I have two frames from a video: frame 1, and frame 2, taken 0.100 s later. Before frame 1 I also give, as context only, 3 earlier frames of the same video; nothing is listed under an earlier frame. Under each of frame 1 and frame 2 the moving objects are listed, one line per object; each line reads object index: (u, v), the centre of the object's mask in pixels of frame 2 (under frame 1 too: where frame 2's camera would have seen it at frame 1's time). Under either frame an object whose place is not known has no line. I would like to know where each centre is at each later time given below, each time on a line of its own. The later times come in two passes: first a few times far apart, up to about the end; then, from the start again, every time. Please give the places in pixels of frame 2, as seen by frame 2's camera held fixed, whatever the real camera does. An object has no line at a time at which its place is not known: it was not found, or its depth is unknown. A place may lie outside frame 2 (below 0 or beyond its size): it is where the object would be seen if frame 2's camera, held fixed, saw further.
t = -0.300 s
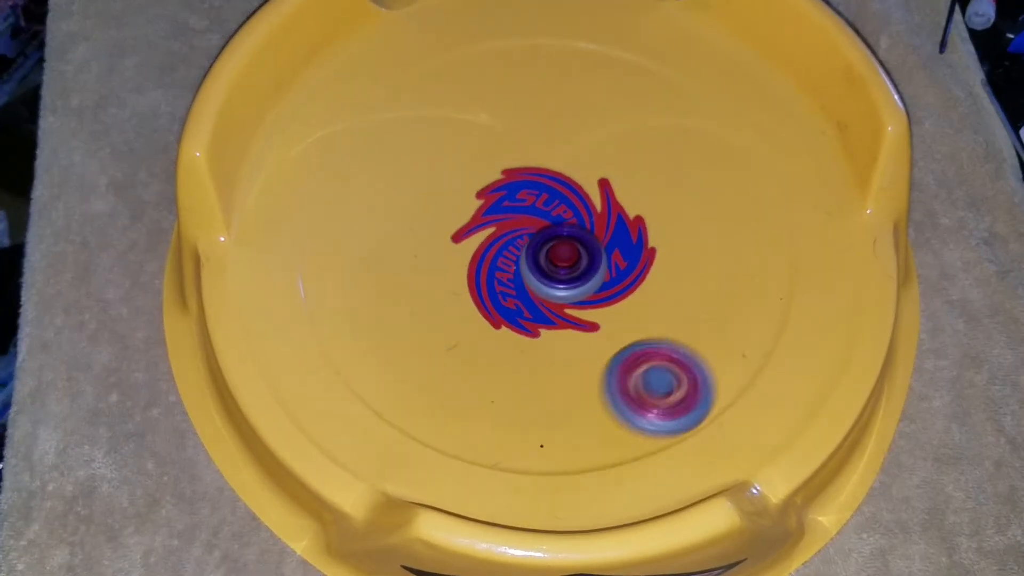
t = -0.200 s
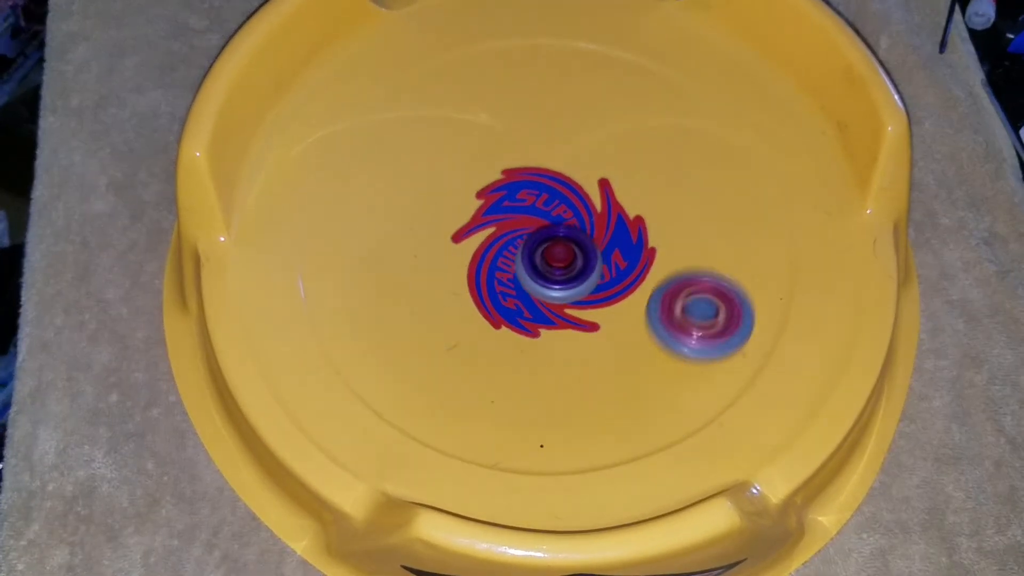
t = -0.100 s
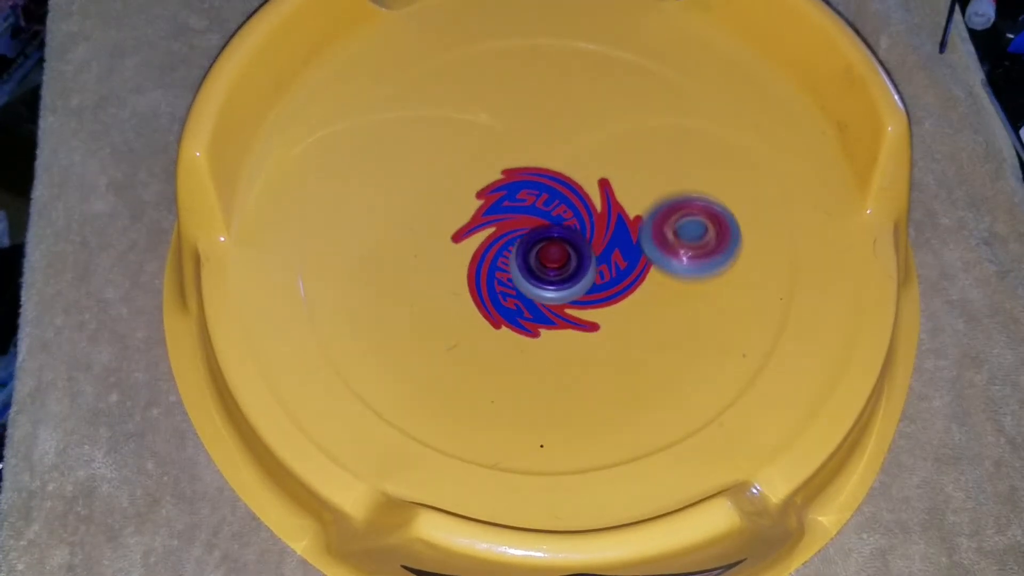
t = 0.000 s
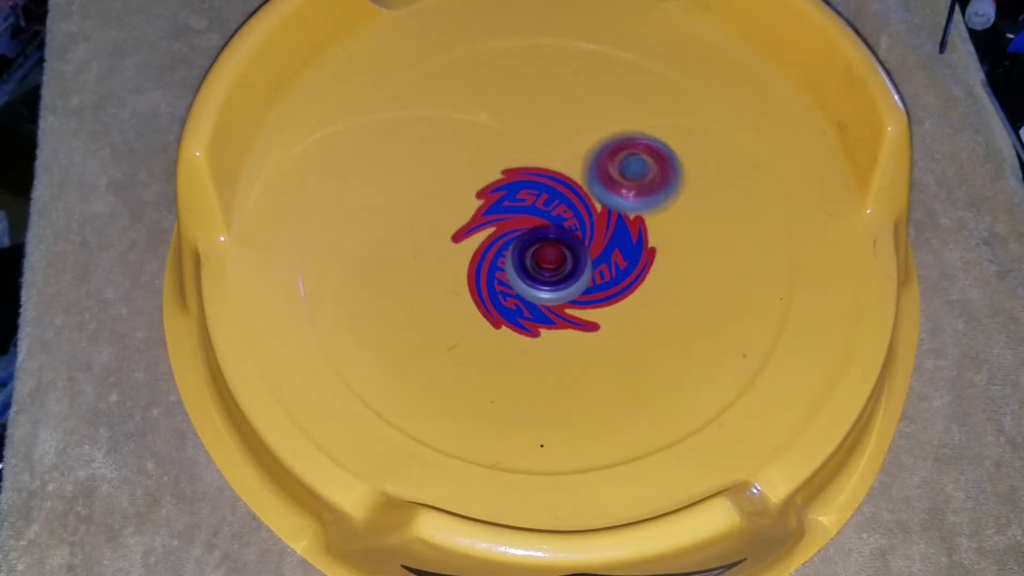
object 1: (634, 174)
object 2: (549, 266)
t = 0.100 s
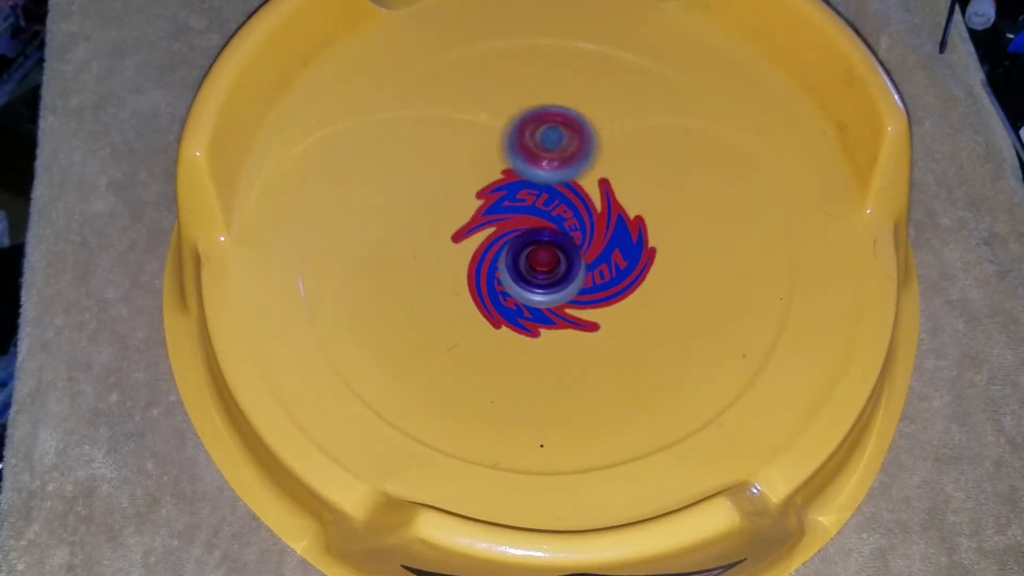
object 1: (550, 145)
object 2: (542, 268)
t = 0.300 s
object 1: (391, 194)
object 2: (537, 264)
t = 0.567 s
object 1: (427, 380)
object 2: (524, 259)
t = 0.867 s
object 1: (657, 284)
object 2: (525, 261)
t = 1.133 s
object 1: (562, 116)
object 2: (539, 256)
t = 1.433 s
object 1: (380, 215)
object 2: (554, 260)
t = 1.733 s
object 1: (583, 351)
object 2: (564, 258)
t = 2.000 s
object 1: (698, 190)
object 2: (558, 257)
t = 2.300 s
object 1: (501, 123)
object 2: (546, 263)
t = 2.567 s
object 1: (442, 312)
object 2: (548, 263)
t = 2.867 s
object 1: (678, 347)
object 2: (549, 264)
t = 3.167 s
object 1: (628, 162)
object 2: (556, 259)
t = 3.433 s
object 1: (425, 208)
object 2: (559, 257)
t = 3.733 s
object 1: (487, 395)
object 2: (559, 257)
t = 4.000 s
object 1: (658, 291)
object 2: (558, 257)
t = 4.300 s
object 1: (514, 140)
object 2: (551, 256)
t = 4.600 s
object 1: (383, 273)
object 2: (542, 253)
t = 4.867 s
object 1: (582, 342)
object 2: (537, 252)
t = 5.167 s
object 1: (642, 158)
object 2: (538, 252)
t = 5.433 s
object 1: (468, 136)
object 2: (537, 252)
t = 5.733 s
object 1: (490, 334)
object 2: (537, 252)
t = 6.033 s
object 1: (698, 275)
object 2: (537, 252)
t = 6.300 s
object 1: (596, 146)
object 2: (538, 252)
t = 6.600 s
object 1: (427, 265)
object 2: (538, 252)
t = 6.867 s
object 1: (561, 387)
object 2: (537, 252)
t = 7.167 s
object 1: (648, 229)
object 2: (537, 252)
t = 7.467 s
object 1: (450, 176)
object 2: (537, 252)
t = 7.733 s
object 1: (421, 330)
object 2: (538, 252)
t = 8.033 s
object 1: (629, 293)
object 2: (538, 252)
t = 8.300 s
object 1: (580, 141)
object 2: (538, 252)
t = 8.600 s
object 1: (419, 213)
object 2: (537, 252)
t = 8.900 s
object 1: (579, 340)
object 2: (537, 252)
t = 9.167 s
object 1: (684, 210)
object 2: (537, 252)
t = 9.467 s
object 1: (507, 158)
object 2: (538, 253)
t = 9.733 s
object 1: (452, 314)
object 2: (538, 252)
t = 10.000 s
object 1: (629, 357)
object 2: (537, 252)
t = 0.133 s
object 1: (520, 142)
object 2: (541, 268)
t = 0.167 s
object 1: (491, 144)
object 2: (540, 268)
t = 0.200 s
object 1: (463, 151)
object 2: (539, 267)
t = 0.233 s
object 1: (436, 161)
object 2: (538, 266)
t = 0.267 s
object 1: (412, 176)
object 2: (538, 265)
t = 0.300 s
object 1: (391, 194)
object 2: (537, 264)
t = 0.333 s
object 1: (375, 215)
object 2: (535, 264)
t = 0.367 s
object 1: (364, 238)
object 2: (533, 263)
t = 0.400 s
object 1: (360, 264)
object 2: (531, 262)
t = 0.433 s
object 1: (360, 292)
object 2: (530, 261)
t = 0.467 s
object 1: (366, 319)
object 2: (529, 261)
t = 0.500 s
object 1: (380, 344)
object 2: (528, 260)
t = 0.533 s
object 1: (400, 365)
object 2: (527, 259)
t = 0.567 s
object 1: (427, 380)
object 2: (524, 259)
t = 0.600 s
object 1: (458, 390)
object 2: (523, 260)
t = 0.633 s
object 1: (492, 392)
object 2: (522, 259)
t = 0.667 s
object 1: (525, 391)
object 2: (523, 260)
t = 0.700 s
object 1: (557, 384)
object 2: (523, 260)
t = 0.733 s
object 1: (586, 371)
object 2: (525, 260)
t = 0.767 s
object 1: (611, 354)
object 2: (526, 260)
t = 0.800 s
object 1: (632, 334)
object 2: (525, 260)
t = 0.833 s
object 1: (647, 310)
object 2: (524, 260)
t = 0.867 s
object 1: (657, 284)
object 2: (525, 261)
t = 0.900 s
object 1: (661, 258)
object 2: (526, 261)
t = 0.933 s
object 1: (659, 231)
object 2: (527, 261)
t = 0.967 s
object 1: (652, 207)
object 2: (529, 261)
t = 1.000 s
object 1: (641, 183)
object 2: (530, 262)
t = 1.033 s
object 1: (626, 162)
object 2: (532, 261)
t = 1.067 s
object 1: (607, 143)
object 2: (534, 258)
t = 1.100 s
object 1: (586, 128)
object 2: (537, 256)
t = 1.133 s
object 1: (562, 116)
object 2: (539, 256)
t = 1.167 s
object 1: (536, 109)
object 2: (541, 257)
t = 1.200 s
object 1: (509, 106)
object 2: (542, 257)
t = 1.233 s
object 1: (482, 108)
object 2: (544, 257)
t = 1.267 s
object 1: (456, 114)
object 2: (546, 257)
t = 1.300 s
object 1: (431, 126)
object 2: (548, 258)
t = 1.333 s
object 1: (411, 142)
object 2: (549, 258)
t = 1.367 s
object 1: (396, 163)
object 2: (550, 258)
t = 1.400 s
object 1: (385, 188)
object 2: (552, 259)
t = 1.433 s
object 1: (380, 215)
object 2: (554, 260)
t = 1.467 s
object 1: (383, 242)
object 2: (556, 260)
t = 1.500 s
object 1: (392, 269)
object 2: (557, 261)
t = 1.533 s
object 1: (408, 295)
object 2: (558, 261)
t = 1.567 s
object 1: (429, 317)
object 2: (560, 260)
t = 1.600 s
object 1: (455, 335)
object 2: (562, 260)
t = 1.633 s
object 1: (485, 348)
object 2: (563, 259)
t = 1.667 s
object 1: (518, 354)
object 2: (564, 259)
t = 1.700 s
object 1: (551, 355)
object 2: (564, 258)
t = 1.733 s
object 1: (583, 351)
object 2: (564, 258)
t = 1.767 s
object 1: (612, 341)
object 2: (564, 258)
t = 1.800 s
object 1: (639, 327)
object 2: (563, 258)
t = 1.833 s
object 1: (661, 309)
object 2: (562, 258)
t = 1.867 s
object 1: (679, 287)
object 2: (561, 258)
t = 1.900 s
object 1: (691, 264)
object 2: (560, 258)
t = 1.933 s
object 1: (699, 239)
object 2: (559, 257)
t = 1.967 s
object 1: (701, 214)
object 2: (559, 257)
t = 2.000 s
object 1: (698, 190)
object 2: (558, 257)
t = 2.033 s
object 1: (689, 167)
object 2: (557, 258)
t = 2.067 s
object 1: (675, 146)
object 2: (555, 258)
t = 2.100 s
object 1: (657, 129)
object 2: (554, 259)
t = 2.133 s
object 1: (635, 116)
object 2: (553, 259)
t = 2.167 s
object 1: (610, 107)
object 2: (551, 260)
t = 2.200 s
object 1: (583, 104)
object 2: (550, 260)
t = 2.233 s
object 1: (555, 106)
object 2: (548, 261)
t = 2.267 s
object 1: (528, 112)
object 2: (547, 262)
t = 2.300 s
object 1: (501, 123)
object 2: (546, 263)
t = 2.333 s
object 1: (478, 138)
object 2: (547, 264)
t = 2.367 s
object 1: (458, 158)
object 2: (549, 266)
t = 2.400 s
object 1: (441, 181)
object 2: (549, 266)
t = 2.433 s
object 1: (430, 206)
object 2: (550, 265)
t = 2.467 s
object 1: (425, 232)
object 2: (550, 265)
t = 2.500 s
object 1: (425, 259)
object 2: (549, 264)
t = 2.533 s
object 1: (431, 286)
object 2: (549, 263)
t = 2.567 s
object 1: (442, 312)
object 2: (548, 263)
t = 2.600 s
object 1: (460, 335)
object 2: (548, 264)
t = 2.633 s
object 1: (483, 354)
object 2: (549, 264)
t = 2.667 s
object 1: (510, 369)
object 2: (549, 264)
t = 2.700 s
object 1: (539, 379)
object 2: (549, 264)
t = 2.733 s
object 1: (570, 383)
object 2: (549, 264)
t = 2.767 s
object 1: (600, 382)
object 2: (548, 264)
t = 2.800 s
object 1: (630, 375)
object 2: (548, 264)
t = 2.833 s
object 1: (657, 364)
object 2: (549, 264)
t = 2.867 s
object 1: (678, 347)
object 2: (549, 264)
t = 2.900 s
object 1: (695, 326)
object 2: (550, 264)
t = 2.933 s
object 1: (707, 304)
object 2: (550, 263)
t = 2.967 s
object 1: (713, 279)
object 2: (551, 262)
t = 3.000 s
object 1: (712, 255)
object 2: (552, 261)
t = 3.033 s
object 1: (705, 232)
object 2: (553, 261)
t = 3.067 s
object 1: (692, 210)
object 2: (554, 260)
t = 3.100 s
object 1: (675, 190)
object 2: (555, 260)
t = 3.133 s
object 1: (653, 174)
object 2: (555, 259)
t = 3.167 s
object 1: (628, 162)
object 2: (556, 259)
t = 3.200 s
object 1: (601, 154)
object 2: (557, 258)
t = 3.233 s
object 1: (573, 150)
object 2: (559, 257)
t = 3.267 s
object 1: (544, 150)
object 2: (559, 257)
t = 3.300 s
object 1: (517, 155)
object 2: (558, 257)
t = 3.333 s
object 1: (490, 163)
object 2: (558, 257)
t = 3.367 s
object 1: (465, 175)
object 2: (558, 257)
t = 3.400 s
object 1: (443, 190)
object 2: (558, 257)
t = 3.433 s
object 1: (425, 208)
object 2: (559, 257)
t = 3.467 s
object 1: (411, 230)
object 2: (559, 257)
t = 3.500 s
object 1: (401, 253)
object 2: (558, 257)
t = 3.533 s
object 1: (397, 278)
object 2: (558, 257)
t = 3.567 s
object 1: (397, 303)
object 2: (558, 257)
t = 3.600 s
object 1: (404, 328)
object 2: (558, 257)
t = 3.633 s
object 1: (416, 351)
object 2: (558, 257)
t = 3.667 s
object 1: (435, 370)
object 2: (559, 257)
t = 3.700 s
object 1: (459, 386)
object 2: (559, 257)
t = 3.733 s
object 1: (487, 395)
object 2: (559, 257)
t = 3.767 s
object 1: (518, 399)
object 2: (559, 257)
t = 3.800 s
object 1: (548, 396)
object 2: (558, 257)
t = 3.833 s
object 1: (576, 388)
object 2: (558, 257)
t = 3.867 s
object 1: (602, 376)
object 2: (558, 257)
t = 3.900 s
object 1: (624, 359)
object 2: (558, 257)
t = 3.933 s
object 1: (641, 339)
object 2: (558, 257)
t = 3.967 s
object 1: (652, 316)
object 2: (558, 257)
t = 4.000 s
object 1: (658, 291)
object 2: (558, 257)
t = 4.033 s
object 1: (658, 266)
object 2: (558, 257)
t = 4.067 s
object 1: (652, 241)
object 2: (557, 257)
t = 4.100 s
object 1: (642, 219)
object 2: (557, 257)
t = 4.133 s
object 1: (627, 198)
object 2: (556, 257)
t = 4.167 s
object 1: (609, 180)
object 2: (555, 256)
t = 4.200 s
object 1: (588, 165)
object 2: (554, 256)
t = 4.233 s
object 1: (565, 152)
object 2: (553, 256)
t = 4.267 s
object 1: (540, 144)
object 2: (552, 256)
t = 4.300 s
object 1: (514, 140)
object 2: (551, 256)
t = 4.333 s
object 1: (488, 139)
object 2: (550, 256)
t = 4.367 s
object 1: (462, 144)
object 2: (550, 255)
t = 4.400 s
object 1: (438, 152)
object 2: (548, 255)
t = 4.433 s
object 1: (417, 164)
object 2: (547, 255)
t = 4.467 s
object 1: (400, 181)
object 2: (546, 254)
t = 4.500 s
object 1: (386, 201)
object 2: (545, 254)
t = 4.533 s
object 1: (378, 224)
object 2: (544, 254)
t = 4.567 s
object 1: (377, 248)
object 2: (543, 253)
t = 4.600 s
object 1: (383, 273)
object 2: (542, 253)
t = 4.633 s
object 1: (395, 298)
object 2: (541, 253)
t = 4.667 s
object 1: (413, 319)
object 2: (540, 253)
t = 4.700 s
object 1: (436, 336)
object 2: (540, 252)
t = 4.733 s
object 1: (464, 347)
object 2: (538, 252)
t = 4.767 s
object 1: (494, 354)
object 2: (537, 252)
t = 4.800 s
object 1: (524, 355)
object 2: (537, 252)
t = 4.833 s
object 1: (554, 351)
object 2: (538, 252)
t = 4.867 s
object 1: (582, 342)
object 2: (537, 252)
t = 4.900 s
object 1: (607, 329)
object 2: (538, 252)
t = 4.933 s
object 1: (627, 312)
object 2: (538, 252)
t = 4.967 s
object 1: (644, 292)
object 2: (538, 252)
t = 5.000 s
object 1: (656, 270)
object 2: (538, 252)
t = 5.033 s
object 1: (662, 246)
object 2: (538, 252)
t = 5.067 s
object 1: (664, 222)
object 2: (538, 252)
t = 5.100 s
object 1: (661, 199)
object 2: (538, 252)
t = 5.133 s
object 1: (654, 177)
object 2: (538, 252)
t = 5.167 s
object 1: (642, 158)
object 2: (538, 252)
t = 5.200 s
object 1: (627, 140)
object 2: (538, 252)
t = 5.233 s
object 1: (607, 127)
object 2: (538, 252)
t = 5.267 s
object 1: (586, 117)
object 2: (538, 252)
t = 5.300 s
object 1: (562, 111)
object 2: (538, 252)
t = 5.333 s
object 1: (538, 110)
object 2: (538, 252)
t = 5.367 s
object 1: (513, 114)
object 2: (537, 252)
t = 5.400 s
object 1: (489, 123)
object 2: (537, 252)
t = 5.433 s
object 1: (468, 136)
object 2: (537, 252)
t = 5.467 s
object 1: (450, 154)
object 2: (537, 252)
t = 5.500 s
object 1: (436, 175)
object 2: (537, 252)
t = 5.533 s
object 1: (427, 198)
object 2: (537, 252)
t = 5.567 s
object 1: (423, 224)
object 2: (537, 252)
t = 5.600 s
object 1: (426, 249)
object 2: (537, 252)
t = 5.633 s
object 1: (434, 274)
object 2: (537, 252)
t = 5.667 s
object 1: (448, 297)
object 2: (537, 252)
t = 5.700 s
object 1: (466, 317)
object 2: (537, 252)
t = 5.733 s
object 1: (490, 334)
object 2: (537, 252)
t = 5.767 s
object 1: (516, 346)
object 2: (537, 252)
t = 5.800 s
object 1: (544, 353)
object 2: (537, 252)
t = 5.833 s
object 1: (573, 355)
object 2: (537, 252)
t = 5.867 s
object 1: (601, 352)
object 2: (537, 252)
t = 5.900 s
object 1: (628, 345)
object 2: (537, 252)
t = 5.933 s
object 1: (652, 333)
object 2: (537, 252)
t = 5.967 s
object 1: (673, 316)
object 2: (537, 252)
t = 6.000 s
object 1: (688, 296)
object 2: (537, 252)
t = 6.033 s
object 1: (698, 275)
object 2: (537, 252)
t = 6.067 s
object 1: (703, 253)
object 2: (537, 252)
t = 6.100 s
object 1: (702, 231)
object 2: (537, 252)
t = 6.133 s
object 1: (695, 209)
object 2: (538, 252)
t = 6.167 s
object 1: (683, 190)
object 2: (538, 252)
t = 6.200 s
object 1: (666, 173)
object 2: (538, 252)
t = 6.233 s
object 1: (645, 160)
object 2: (538, 252)
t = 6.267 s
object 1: (622, 151)
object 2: (538, 252)
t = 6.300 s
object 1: (596, 146)
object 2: (538, 252)
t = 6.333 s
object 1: (569, 146)
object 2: (538, 252)
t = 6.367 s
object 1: (542, 149)
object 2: (538, 252)
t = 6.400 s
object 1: (517, 157)
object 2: (538, 252)
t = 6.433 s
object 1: (494, 168)
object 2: (538, 252)
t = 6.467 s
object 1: (473, 183)
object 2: (538, 252)
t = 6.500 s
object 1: (455, 201)
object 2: (538, 252)
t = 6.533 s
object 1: (441, 220)
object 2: (538, 252)
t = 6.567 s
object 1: (432, 242)
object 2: (538, 252)
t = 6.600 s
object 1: (427, 265)
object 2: (538, 252)
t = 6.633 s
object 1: (427, 289)
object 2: (538, 252)
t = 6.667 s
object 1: (432, 313)
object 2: (538, 252)
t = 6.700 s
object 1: (443, 335)
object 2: (538, 252)
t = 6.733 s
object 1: (460, 354)
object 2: (538, 252)
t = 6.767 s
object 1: (481, 370)
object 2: (537, 252)
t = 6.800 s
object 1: (506, 381)
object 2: (537, 252)
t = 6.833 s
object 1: (533, 387)
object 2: (537, 252)
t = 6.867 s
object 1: (561, 387)
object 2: (537, 252)
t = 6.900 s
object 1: (588, 382)
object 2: (537, 252)
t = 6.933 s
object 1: (613, 372)
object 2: (537, 252)
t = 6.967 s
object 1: (634, 358)
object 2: (537, 252)
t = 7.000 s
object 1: (650, 339)
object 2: (537, 252)
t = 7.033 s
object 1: (660, 318)
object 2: (537, 252)
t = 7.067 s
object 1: (666, 295)
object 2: (537, 252)
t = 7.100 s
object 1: (665, 272)
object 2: (537, 252)
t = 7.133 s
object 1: (659, 249)
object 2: (537, 252)
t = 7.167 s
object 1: (648, 229)
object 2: (537, 252)
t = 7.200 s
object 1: (633, 210)
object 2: (537, 252)
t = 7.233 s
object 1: (614, 194)
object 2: (537, 252)
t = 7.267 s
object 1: (593, 181)
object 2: (537, 252)
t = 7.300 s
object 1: (570, 171)
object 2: (537, 252)
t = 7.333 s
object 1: (545, 165)
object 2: (537, 252)
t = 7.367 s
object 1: (520, 162)
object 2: (537, 252)
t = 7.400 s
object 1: (496, 163)
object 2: (537, 252)
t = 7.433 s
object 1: (472, 167)
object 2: (537, 252)
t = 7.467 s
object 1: (450, 176)
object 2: (537, 252)
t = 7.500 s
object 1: (429, 188)
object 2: (537, 252)
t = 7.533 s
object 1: (412, 204)
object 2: (538, 252)
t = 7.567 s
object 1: (400, 223)
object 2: (538, 252)
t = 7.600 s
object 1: (392, 244)
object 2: (538, 252)
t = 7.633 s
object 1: (390, 266)
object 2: (538, 252)
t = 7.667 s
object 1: (395, 289)
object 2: (538, 252)
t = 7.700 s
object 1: (404, 311)
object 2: (538, 252)
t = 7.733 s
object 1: (421, 330)
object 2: (538, 252)
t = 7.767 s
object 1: (443, 344)
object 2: (538, 252)
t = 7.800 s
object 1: (468, 354)
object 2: (538, 252)
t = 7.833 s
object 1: (496, 359)
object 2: (538, 252)
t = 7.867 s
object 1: (524, 359)
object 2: (538, 252)
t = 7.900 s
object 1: (551, 354)
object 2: (538, 252)
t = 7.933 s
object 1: (576, 344)
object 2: (538, 252)
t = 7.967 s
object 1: (598, 330)
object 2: (538, 252)
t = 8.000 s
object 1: (615, 313)
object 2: (538, 252)
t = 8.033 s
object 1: (629, 293)
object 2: (538, 252)
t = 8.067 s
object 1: (638, 272)
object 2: (538, 252)
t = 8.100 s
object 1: (642, 250)
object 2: (538, 252)
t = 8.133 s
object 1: (641, 228)
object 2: (538, 252)
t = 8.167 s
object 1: (636, 206)
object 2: (538, 252)
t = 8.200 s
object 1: (627, 186)
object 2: (538, 252)
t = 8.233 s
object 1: (614, 168)
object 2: (538, 252)
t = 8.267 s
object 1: (598, 153)
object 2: (538, 252)
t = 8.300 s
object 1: (580, 141)
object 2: (538, 252)
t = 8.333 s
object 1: (559, 131)
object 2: (538, 252)
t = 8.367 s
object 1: (536, 126)
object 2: (537, 252)
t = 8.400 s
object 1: (513, 125)
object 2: (537, 252)
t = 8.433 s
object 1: (489, 130)
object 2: (537, 252)
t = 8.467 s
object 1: (468, 139)
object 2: (537, 252)
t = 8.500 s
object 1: (449, 153)
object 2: (537, 252)
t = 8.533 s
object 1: (434, 170)
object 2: (537, 252)
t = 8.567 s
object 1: (424, 190)
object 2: (537, 252)
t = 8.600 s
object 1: (419, 213)
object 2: (537, 252)
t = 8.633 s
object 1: (419, 237)
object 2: (537, 252)
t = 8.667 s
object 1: (426, 260)
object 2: (537, 252)
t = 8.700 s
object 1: (437, 282)
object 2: (537, 252)
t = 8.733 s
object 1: (454, 302)
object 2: (537, 252)
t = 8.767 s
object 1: (474, 318)
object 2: (537, 252)
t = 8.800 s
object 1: (499, 331)
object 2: (537, 252)
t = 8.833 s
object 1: (525, 338)
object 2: (537, 252)
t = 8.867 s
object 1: (552, 342)
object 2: (537, 252)
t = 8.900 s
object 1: (579, 340)
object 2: (537, 252)
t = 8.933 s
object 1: (605, 334)
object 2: (537, 252)
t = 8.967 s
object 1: (629, 324)
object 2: (537, 252)
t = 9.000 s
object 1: (649, 310)
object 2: (537, 252)
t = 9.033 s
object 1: (666, 293)
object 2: (537, 252)
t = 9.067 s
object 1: (678, 274)
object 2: (537, 252)
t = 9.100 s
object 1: (685, 252)
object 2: (537, 252)
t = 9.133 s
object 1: (687, 231)
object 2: (537, 252)
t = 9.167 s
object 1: (684, 210)
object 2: (537, 252)
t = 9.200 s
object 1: (676, 190)
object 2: (537, 252)
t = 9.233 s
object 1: (663, 173)
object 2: (537, 252)
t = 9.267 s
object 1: (646, 159)
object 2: (538, 252)
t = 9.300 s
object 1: (625, 148)
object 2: (538, 252)
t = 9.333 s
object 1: (602, 142)
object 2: (537, 252)
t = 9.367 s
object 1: (578, 140)
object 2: (537, 252)
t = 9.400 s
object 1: (553, 142)
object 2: (537, 252)
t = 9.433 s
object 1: (528, 147)
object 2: (538, 253)
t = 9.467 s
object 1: (507, 158)
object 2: (538, 253)
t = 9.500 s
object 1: (488, 171)
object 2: (538, 252)
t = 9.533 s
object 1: (471, 187)
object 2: (538, 252)
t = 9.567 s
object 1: (457, 206)
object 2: (538, 252)
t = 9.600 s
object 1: (447, 226)
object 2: (538, 252)
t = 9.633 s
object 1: (442, 248)
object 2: (538, 252)
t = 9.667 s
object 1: (441, 270)
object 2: (538, 252)
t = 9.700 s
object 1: (444, 292)
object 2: (538, 252)
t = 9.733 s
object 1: (452, 314)
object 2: (538, 252)
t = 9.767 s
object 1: (466, 333)
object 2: (538, 252)
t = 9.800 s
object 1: (484, 350)
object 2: (538, 252)
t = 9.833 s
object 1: (505, 363)
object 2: (537, 252)
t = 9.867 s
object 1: (530, 372)
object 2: (537, 252)
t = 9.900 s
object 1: (556, 376)
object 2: (537, 252)
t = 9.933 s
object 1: (582, 374)
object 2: (537, 252)
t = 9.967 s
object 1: (608, 368)
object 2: (537, 252)
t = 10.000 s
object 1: (629, 357)
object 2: (537, 252)
